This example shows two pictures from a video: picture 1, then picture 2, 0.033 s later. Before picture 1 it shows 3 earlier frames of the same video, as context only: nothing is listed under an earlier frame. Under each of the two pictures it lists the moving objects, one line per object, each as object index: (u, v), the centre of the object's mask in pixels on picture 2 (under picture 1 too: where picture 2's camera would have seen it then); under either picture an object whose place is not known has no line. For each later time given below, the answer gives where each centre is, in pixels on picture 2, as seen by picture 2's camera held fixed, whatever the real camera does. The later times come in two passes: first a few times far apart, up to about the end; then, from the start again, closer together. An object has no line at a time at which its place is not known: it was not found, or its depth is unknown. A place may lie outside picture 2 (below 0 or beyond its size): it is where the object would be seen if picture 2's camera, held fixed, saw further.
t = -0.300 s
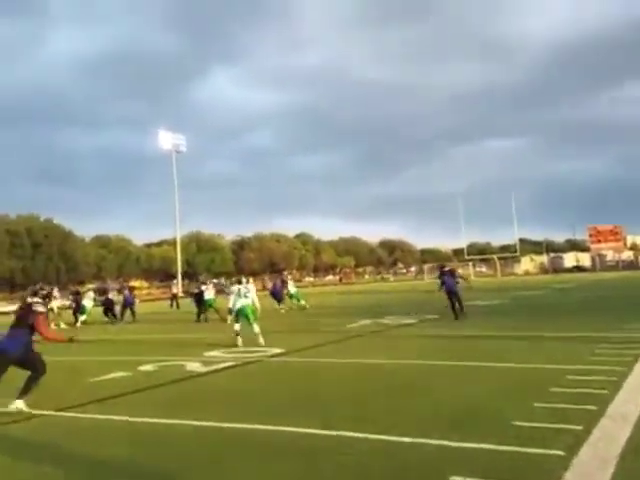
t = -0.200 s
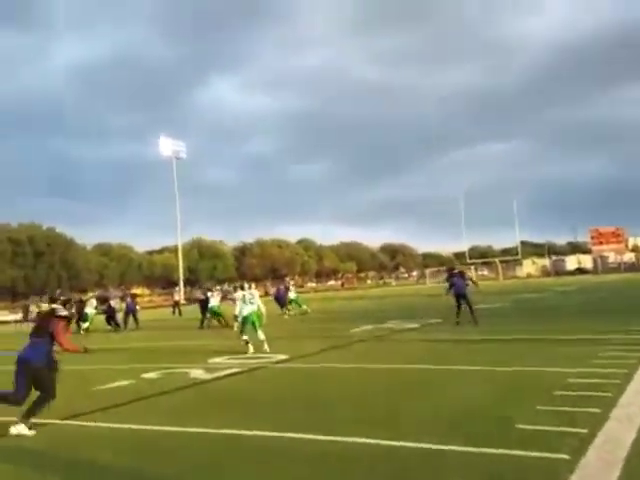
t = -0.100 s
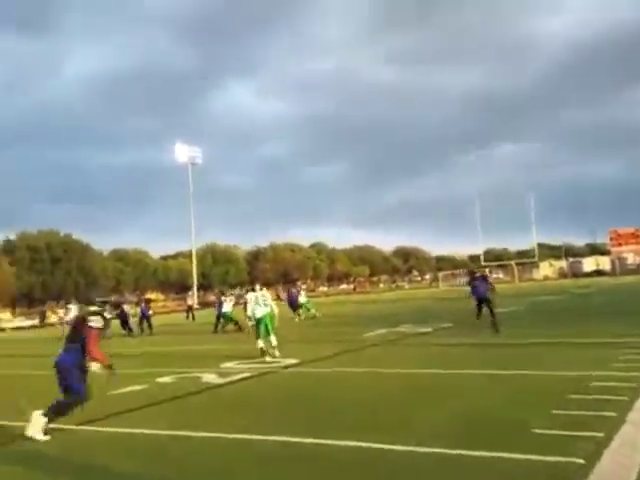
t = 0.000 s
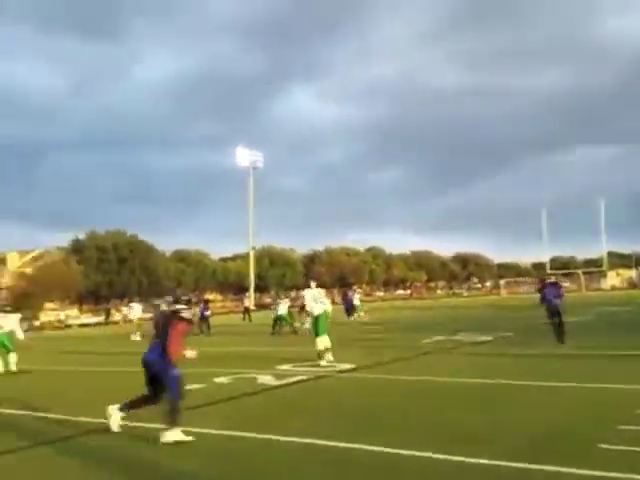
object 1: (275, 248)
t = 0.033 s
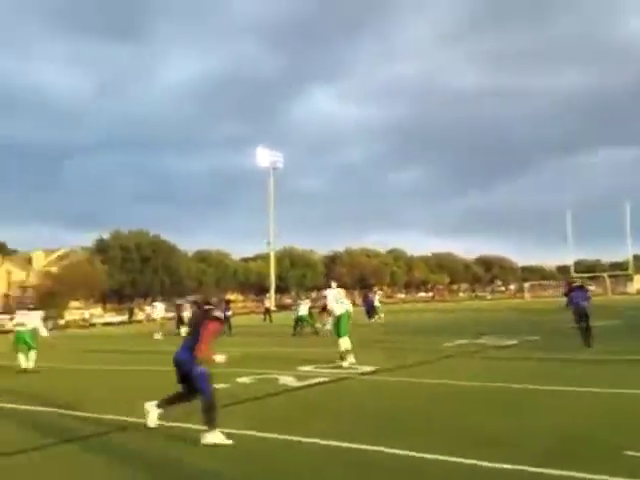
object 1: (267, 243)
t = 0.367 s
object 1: (183, 190)
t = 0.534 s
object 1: (118, 161)
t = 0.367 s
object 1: (183, 190)
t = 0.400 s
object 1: (171, 185)
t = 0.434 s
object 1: (159, 180)
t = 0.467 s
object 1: (146, 174)
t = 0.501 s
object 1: (133, 168)
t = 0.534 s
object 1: (118, 161)
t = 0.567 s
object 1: (100, 154)
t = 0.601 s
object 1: (79, 150)
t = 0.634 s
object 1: (61, 144)
